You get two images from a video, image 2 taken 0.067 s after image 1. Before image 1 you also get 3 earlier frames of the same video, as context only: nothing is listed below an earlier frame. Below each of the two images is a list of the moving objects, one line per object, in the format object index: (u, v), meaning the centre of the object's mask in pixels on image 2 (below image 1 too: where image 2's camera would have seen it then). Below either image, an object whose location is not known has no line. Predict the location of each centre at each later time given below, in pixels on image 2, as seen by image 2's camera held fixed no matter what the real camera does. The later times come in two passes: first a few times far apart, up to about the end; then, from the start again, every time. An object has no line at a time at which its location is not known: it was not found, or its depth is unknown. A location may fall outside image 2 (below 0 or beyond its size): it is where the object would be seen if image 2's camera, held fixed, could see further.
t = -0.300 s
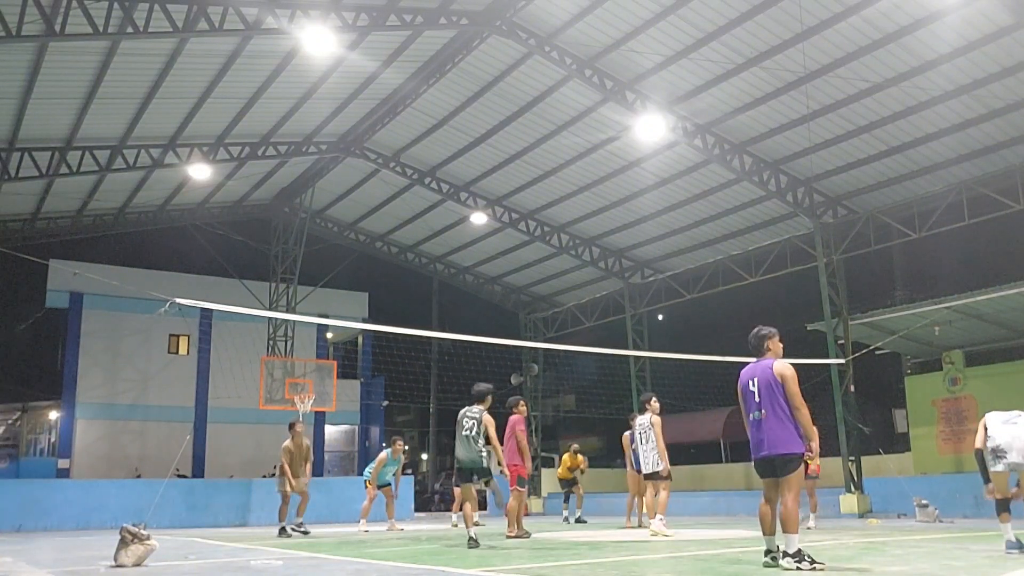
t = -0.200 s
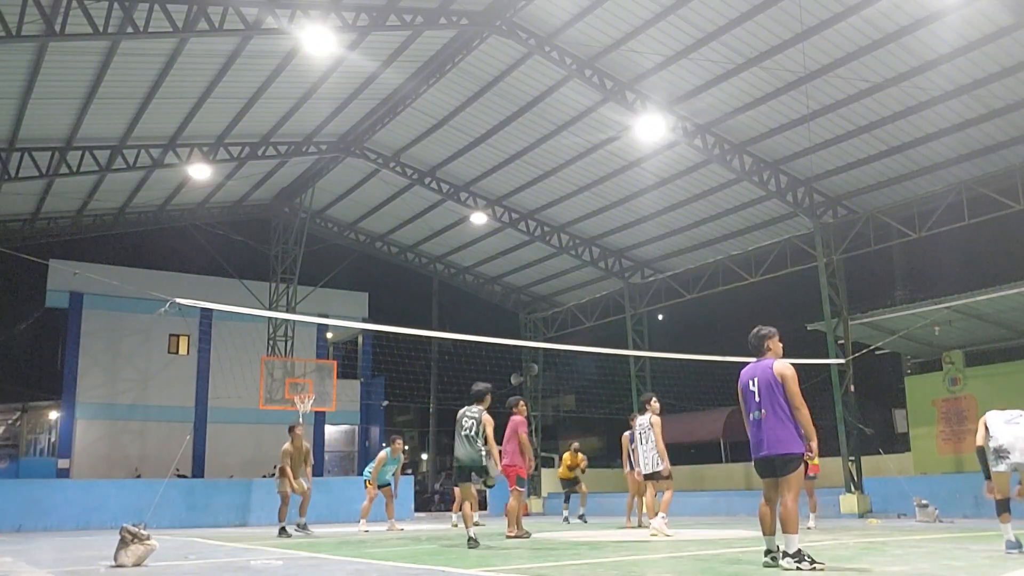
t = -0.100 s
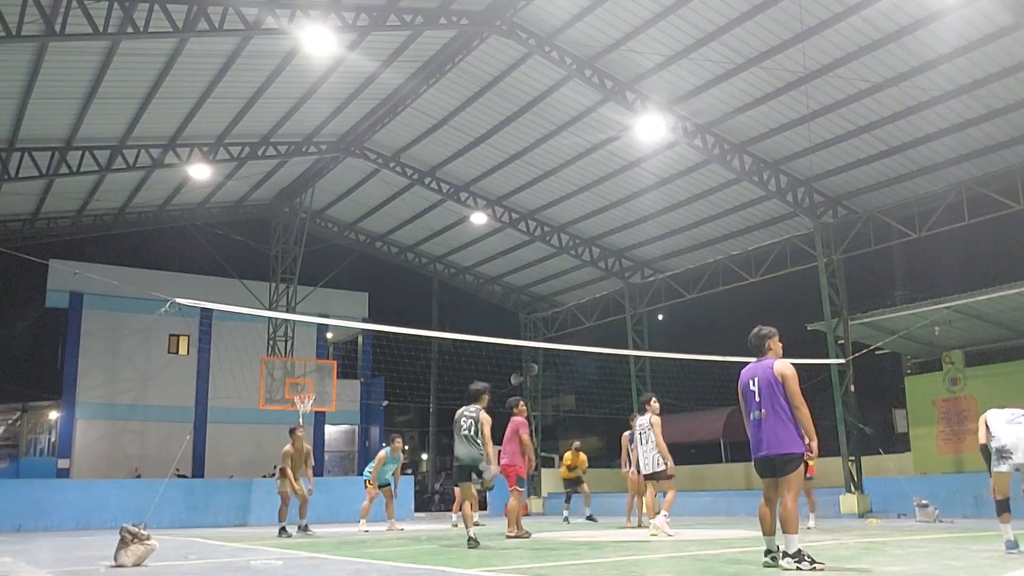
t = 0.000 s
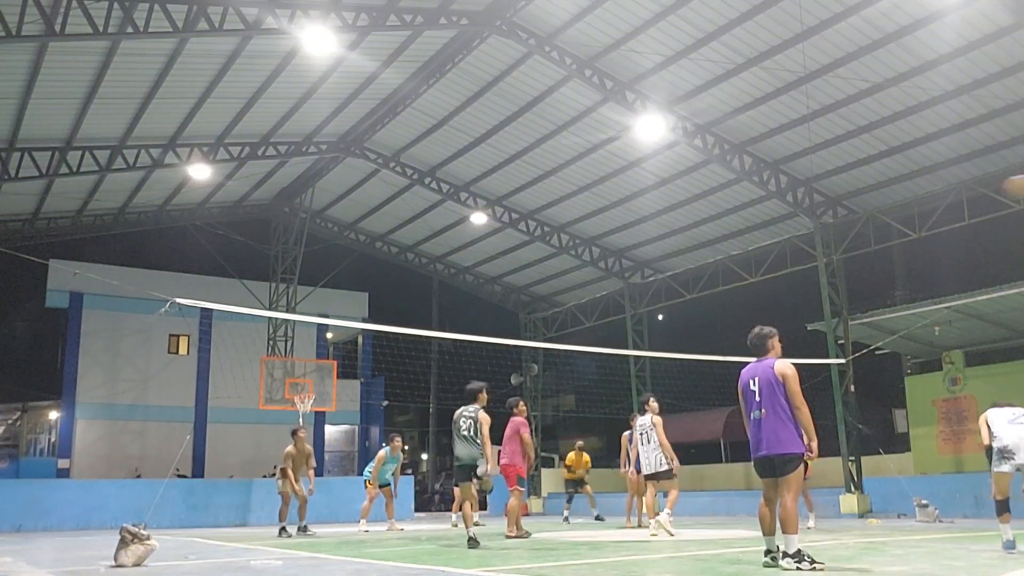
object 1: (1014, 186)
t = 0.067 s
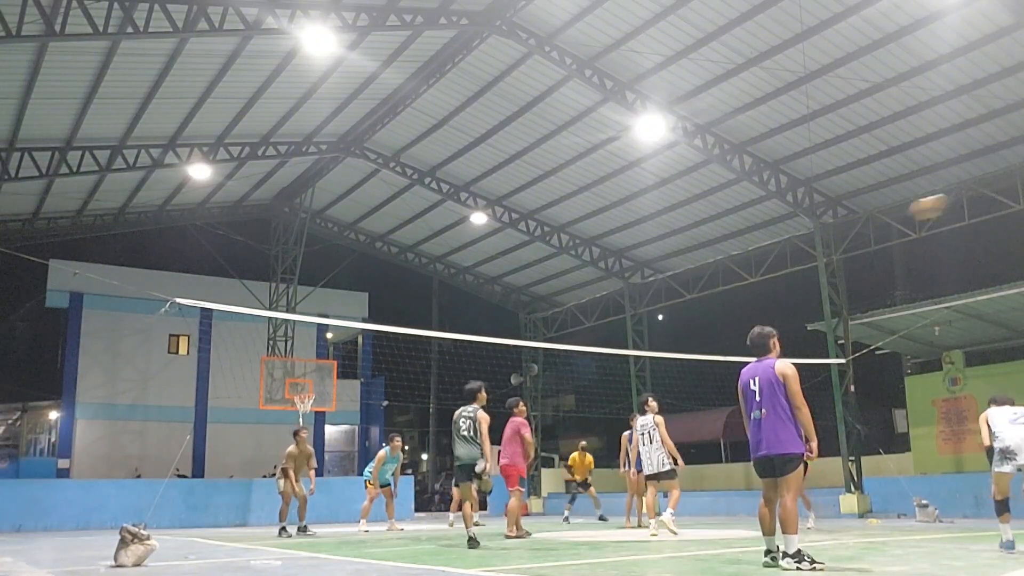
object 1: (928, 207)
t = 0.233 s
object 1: (750, 268)
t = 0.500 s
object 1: (572, 378)
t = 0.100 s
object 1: (887, 219)
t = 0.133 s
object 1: (849, 230)
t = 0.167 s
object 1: (813, 243)
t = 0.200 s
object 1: (781, 255)
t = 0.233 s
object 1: (750, 268)
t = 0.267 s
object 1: (721, 281)
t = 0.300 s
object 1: (696, 295)
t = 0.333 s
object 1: (671, 309)
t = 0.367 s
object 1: (648, 322)
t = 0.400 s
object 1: (628, 336)
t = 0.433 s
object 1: (607, 349)
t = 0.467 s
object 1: (589, 364)
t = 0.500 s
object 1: (572, 378)
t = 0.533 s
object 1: (556, 392)
